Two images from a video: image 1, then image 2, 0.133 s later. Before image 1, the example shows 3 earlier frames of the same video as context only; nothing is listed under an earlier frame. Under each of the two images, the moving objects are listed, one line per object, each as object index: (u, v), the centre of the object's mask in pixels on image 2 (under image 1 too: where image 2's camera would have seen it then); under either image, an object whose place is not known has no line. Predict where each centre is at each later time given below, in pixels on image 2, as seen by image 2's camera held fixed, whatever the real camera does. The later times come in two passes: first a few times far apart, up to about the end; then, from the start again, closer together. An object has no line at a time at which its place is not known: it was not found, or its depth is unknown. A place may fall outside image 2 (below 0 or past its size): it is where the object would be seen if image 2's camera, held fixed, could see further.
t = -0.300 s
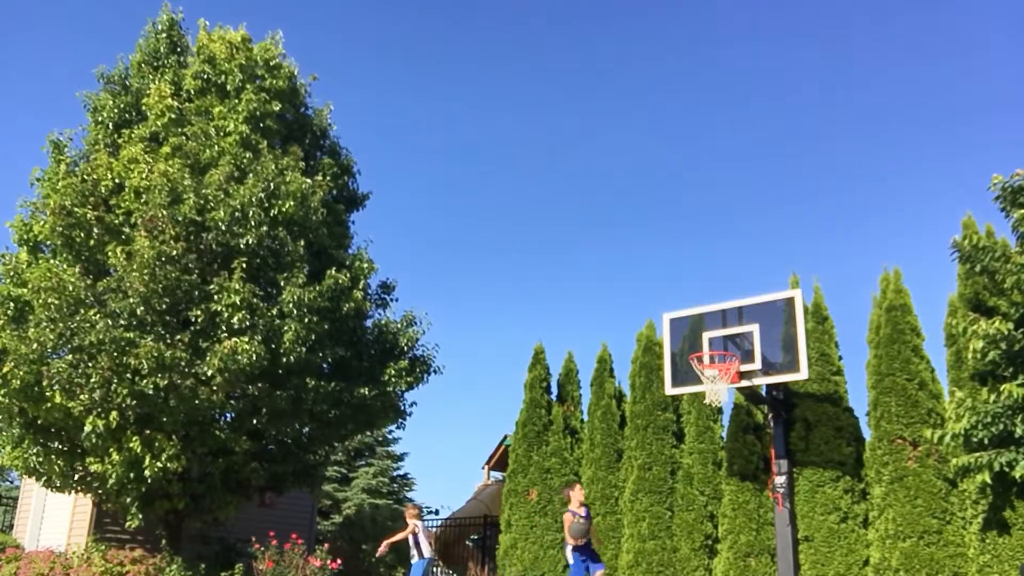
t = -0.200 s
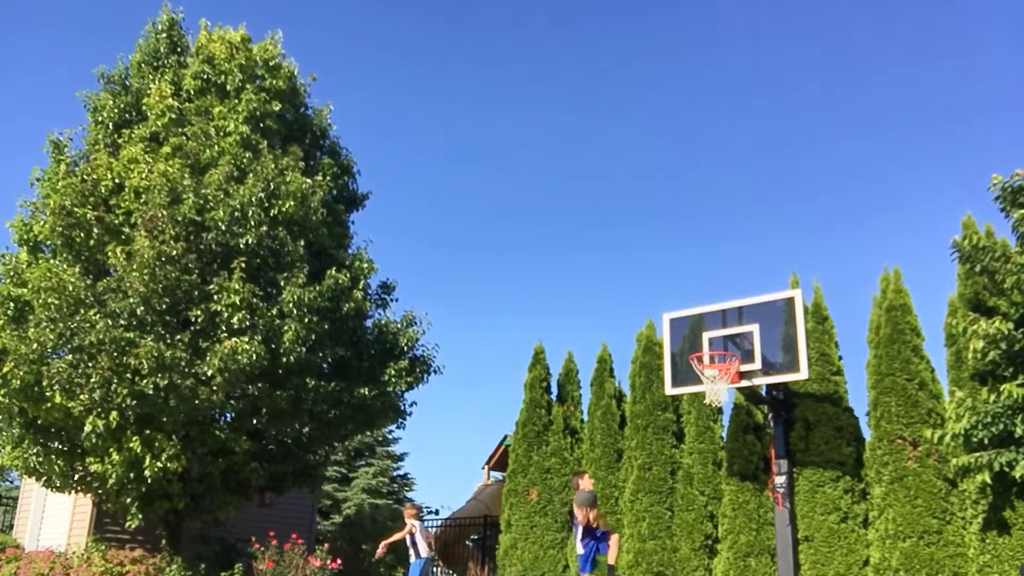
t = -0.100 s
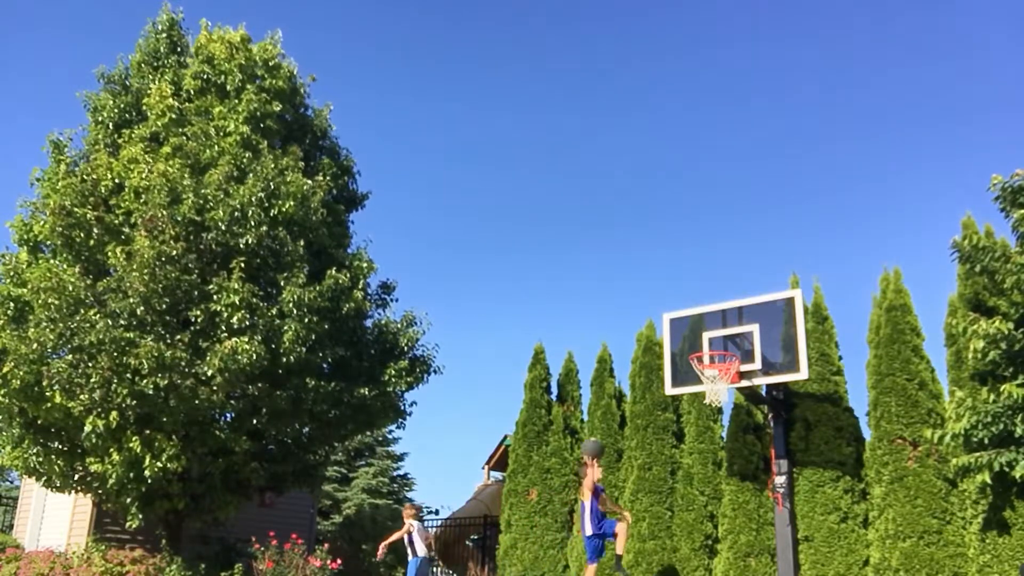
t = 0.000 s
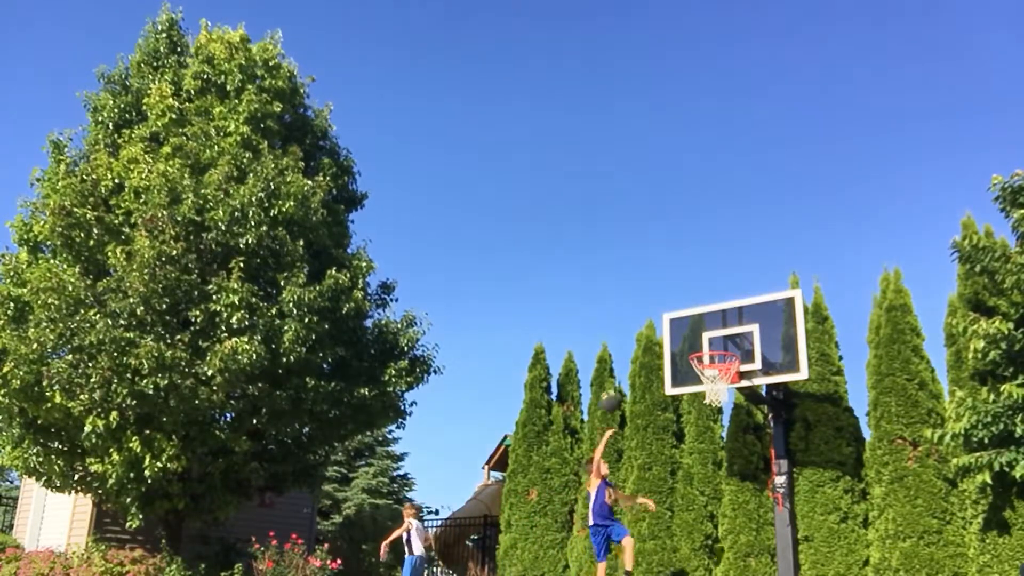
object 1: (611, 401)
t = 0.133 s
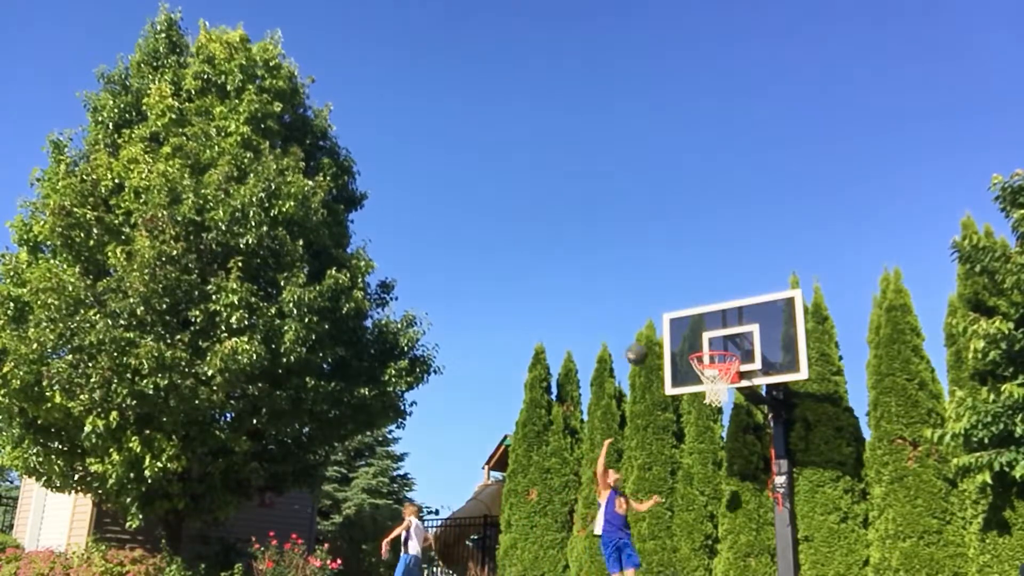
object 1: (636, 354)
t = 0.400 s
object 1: (689, 314)
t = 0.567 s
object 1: (723, 322)
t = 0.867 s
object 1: (787, 406)
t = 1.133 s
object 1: (855, 566)
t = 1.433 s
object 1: (875, 493)
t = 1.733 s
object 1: (885, 420)
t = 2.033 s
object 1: (906, 444)
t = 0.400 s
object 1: (689, 314)
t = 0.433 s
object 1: (695, 314)
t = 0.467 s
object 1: (702, 314)
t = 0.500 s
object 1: (708, 316)
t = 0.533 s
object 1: (715, 319)
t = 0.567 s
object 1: (723, 322)
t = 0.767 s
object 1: (766, 368)
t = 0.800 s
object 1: (772, 379)
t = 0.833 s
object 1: (779, 393)
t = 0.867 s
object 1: (787, 406)
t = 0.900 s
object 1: (794, 420)
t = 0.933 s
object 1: (802, 436)
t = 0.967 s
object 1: (811, 455)
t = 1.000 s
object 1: (820, 475)
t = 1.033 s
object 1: (828, 496)
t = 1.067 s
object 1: (837, 518)
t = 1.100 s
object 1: (846, 542)
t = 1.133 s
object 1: (855, 566)
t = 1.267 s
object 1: (872, 572)
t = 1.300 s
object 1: (874, 561)
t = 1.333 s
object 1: (874, 541)
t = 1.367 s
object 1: (875, 524)
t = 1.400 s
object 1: (875, 508)
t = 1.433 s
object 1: (875, 493)
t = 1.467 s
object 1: (875, 479)
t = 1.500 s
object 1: (877, 468)
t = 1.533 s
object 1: (878, 458)
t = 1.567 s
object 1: (879, 448)
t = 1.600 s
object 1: (880, 441)
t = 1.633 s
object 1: (881, 433)
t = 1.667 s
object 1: (883, 428)
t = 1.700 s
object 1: (883, 423)
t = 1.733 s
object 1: (885, 420)
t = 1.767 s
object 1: (886, 419)
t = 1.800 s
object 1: (889, 419)
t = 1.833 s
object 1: (891, 418)
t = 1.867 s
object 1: (892, 419)
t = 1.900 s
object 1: (894, 422)
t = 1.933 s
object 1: (897, 425)
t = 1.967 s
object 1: (900, 431)
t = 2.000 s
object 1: (902, 436)
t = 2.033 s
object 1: (906, 444)
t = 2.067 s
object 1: (909, 453)
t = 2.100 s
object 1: (912, 462)
